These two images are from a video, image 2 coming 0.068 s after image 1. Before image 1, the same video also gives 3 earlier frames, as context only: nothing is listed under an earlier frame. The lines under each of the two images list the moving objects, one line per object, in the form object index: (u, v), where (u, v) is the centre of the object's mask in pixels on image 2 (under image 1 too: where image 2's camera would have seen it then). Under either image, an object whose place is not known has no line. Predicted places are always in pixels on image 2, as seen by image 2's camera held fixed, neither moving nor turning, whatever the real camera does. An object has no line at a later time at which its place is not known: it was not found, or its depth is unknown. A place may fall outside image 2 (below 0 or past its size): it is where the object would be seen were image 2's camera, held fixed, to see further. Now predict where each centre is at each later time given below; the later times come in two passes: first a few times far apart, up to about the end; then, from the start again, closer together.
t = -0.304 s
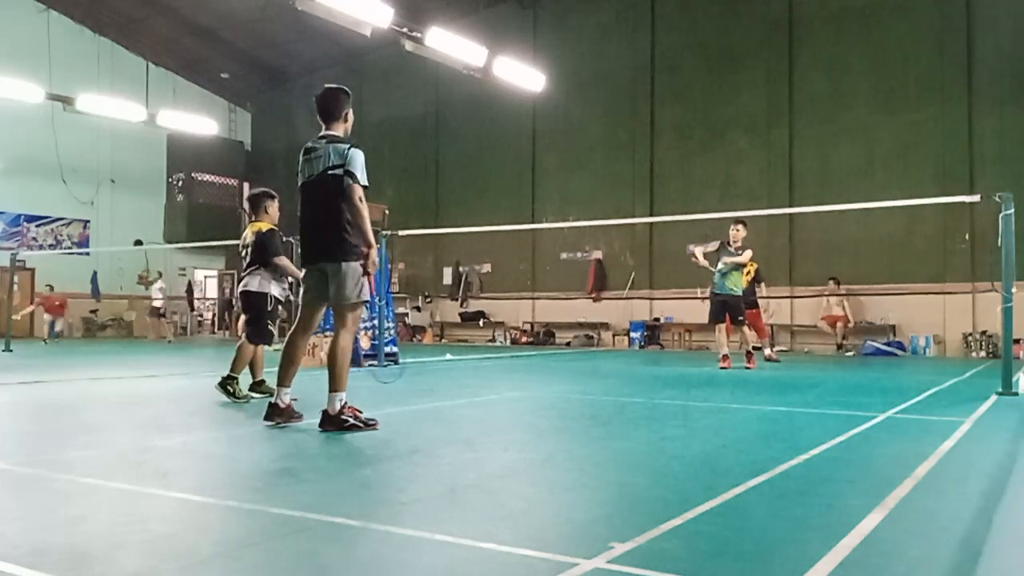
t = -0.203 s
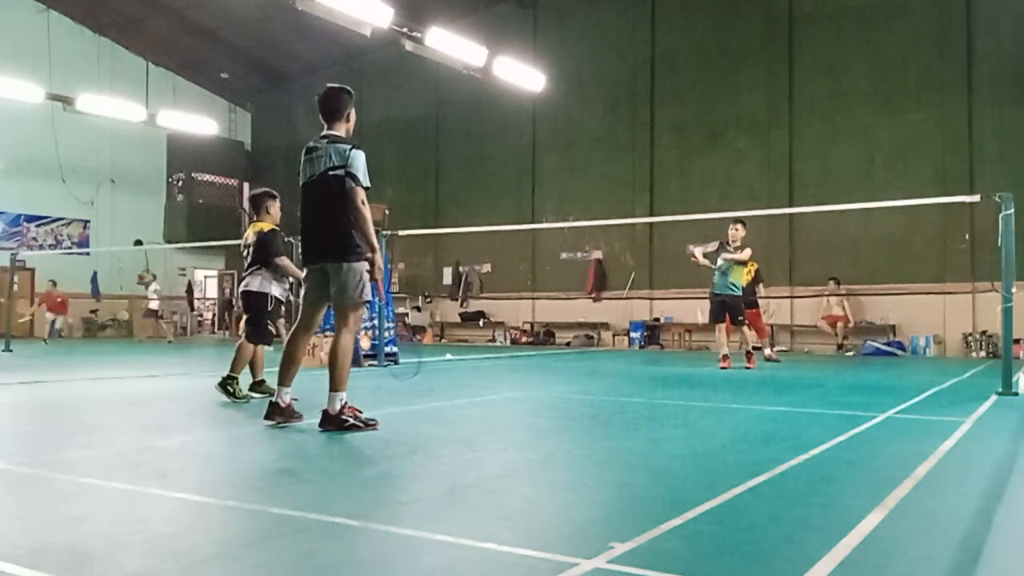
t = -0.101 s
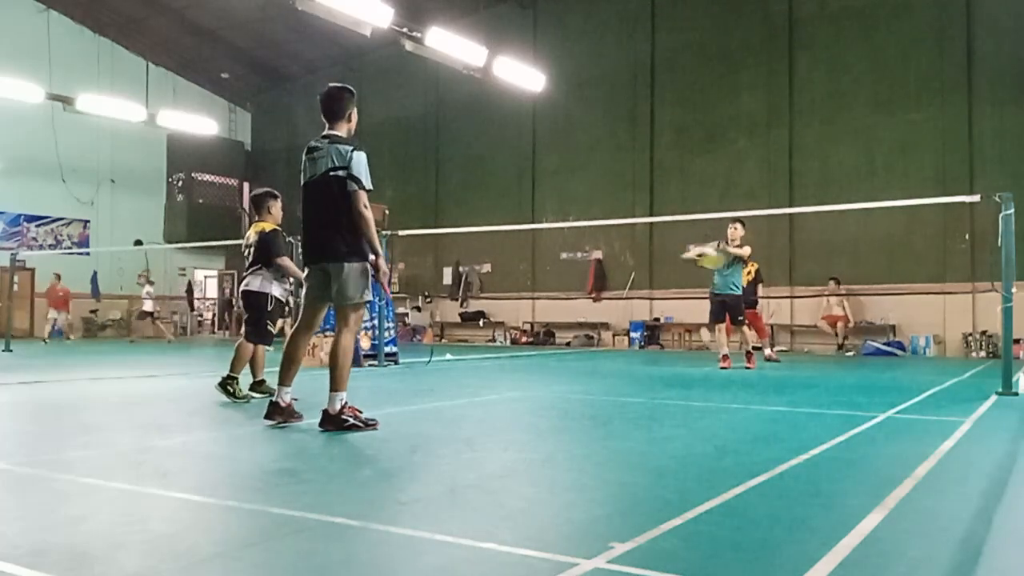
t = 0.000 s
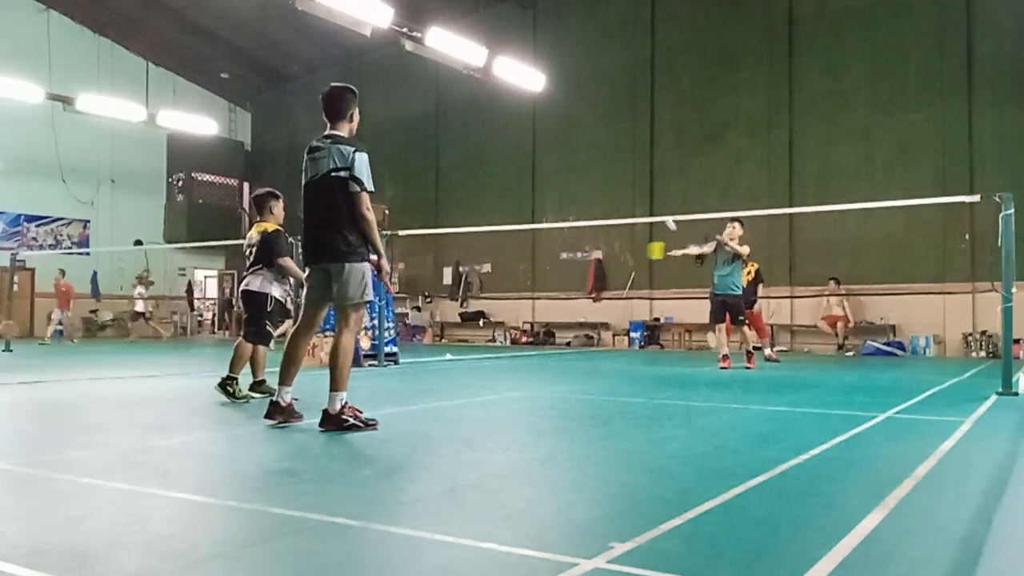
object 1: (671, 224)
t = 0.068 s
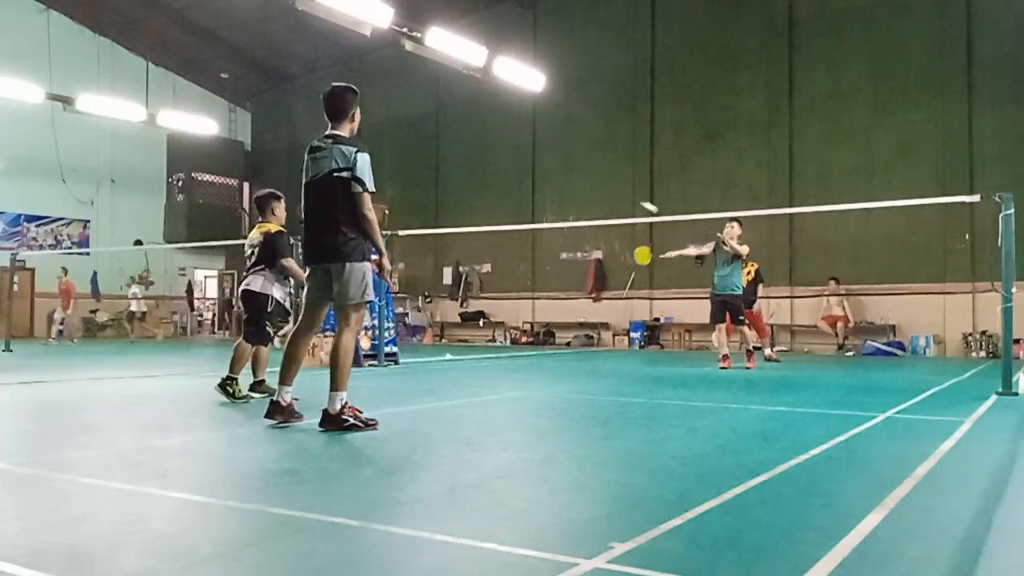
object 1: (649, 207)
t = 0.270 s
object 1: (582, 189)
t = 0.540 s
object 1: (497, 233)
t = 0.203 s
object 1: (604, 190)
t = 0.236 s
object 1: (593, 189)
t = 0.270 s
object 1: (582, 189)
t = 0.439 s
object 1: (529, 207)
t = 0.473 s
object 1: (519, 214)
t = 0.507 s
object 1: (509, 221)
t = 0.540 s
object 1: (497, 233)
